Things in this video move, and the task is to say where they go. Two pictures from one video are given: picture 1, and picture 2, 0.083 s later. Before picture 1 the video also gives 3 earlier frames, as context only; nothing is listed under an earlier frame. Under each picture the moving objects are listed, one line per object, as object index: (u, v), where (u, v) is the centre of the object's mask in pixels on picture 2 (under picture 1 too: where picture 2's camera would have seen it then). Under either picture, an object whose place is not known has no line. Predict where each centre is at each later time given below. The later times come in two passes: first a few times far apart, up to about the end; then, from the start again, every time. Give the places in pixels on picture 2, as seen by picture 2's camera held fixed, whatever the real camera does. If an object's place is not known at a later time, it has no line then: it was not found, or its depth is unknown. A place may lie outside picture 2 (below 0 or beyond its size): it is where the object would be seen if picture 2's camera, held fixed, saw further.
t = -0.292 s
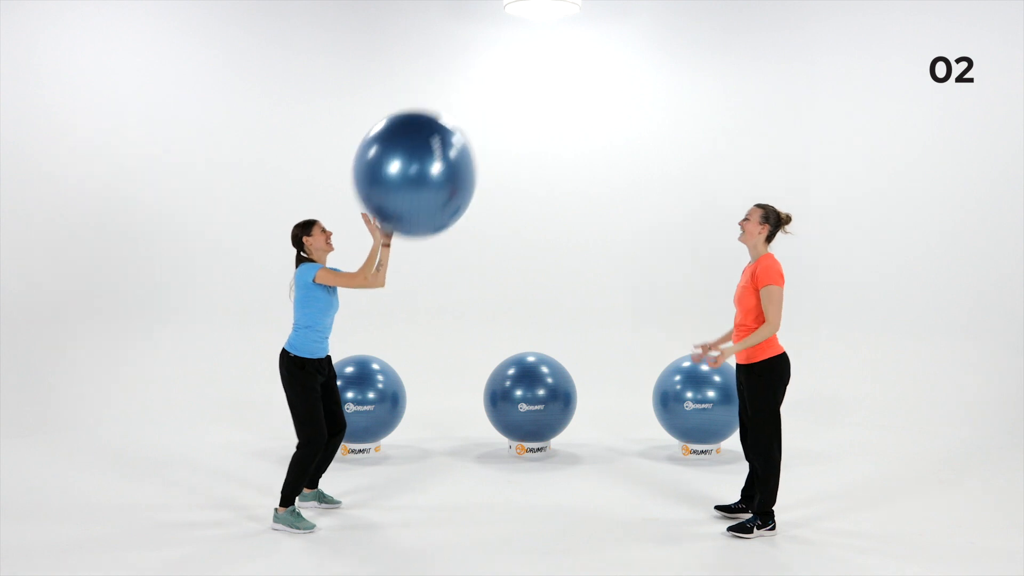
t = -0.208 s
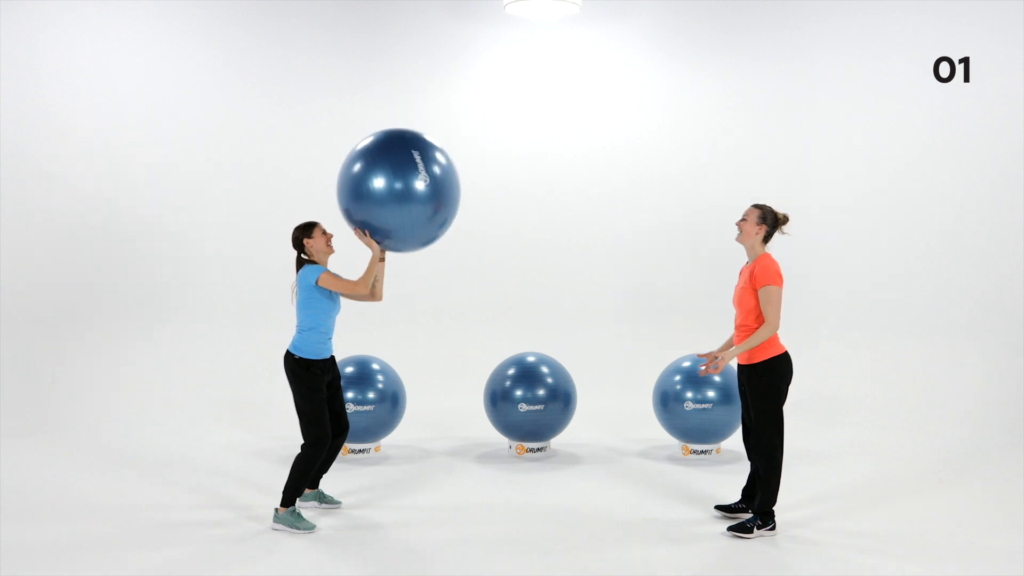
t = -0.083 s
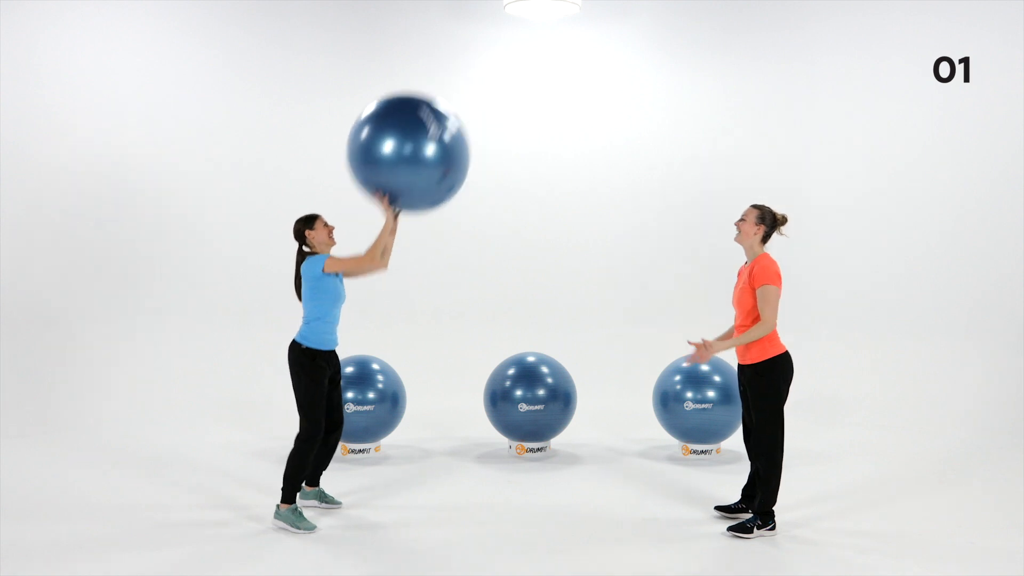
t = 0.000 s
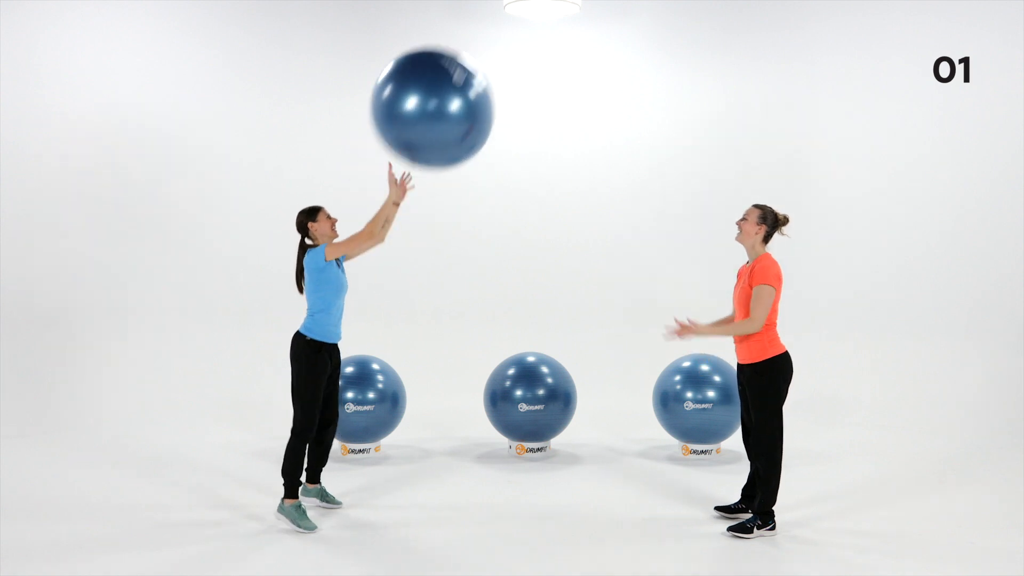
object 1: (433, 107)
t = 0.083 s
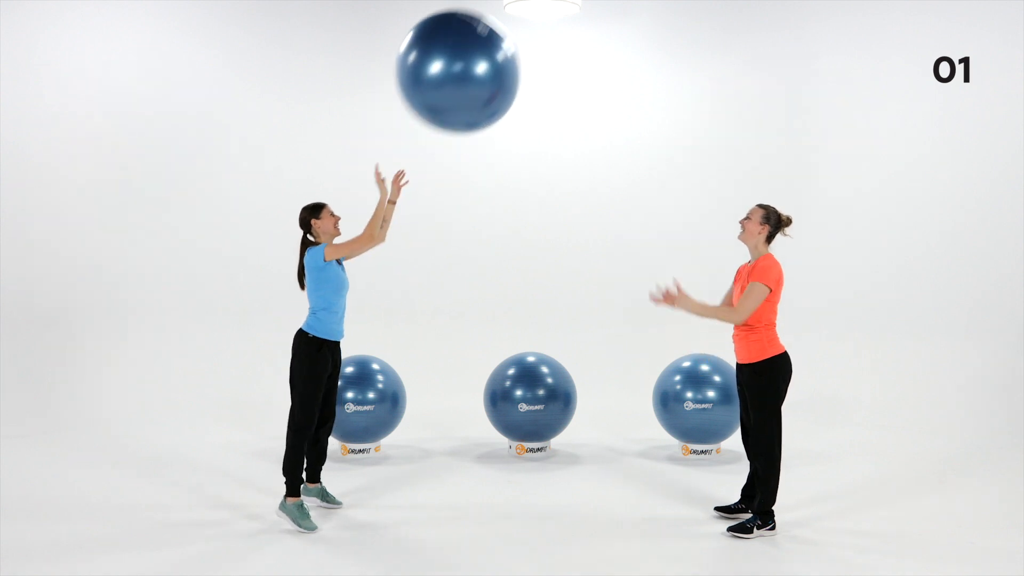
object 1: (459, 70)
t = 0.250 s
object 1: (510, 38)
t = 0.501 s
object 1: (585, 40)
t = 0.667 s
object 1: (634, 77)
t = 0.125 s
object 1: (471, 57)
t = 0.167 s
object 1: (483, 49)
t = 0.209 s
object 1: (497, 43)
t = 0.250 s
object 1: (510, 38)
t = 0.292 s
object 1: (522, 36)
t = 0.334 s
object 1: (535, 34)
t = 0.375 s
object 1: (547, 34)
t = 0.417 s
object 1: (559, 35)
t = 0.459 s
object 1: (571, 37)
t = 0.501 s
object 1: (585, 40)
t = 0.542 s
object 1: (597, 45)
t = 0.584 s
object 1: (609, 52)
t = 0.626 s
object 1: (622, 61)
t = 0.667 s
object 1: (634, 77)
